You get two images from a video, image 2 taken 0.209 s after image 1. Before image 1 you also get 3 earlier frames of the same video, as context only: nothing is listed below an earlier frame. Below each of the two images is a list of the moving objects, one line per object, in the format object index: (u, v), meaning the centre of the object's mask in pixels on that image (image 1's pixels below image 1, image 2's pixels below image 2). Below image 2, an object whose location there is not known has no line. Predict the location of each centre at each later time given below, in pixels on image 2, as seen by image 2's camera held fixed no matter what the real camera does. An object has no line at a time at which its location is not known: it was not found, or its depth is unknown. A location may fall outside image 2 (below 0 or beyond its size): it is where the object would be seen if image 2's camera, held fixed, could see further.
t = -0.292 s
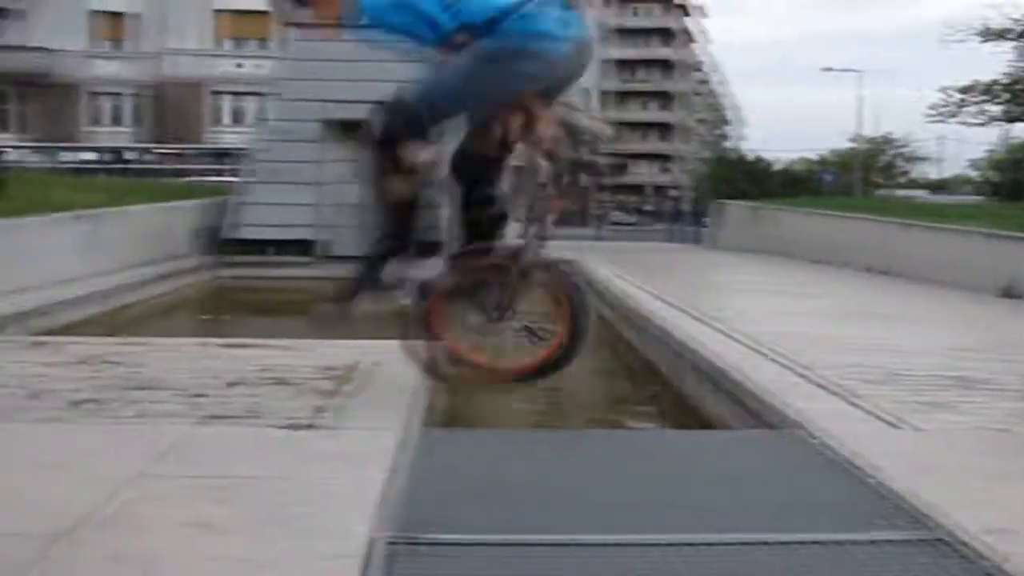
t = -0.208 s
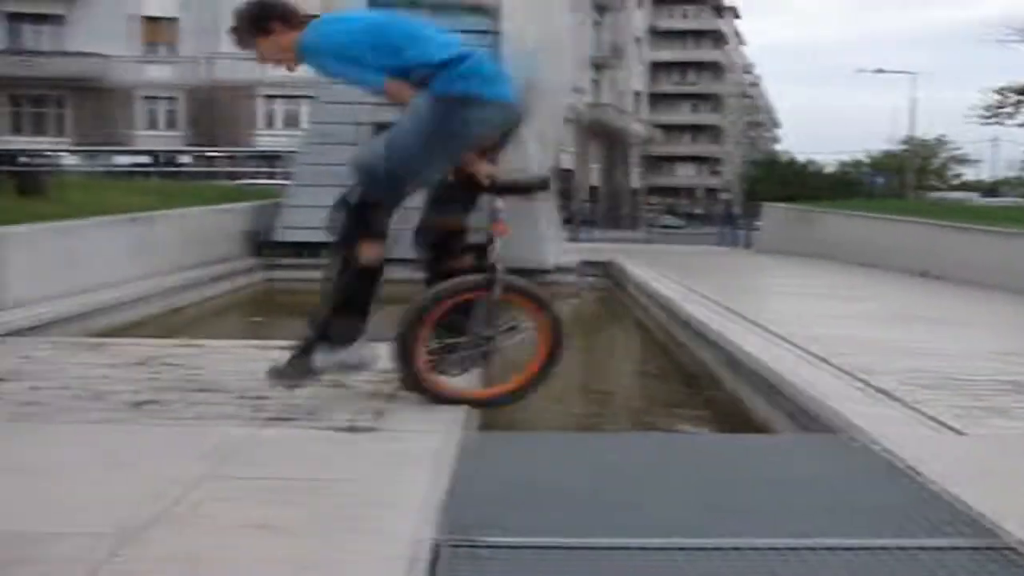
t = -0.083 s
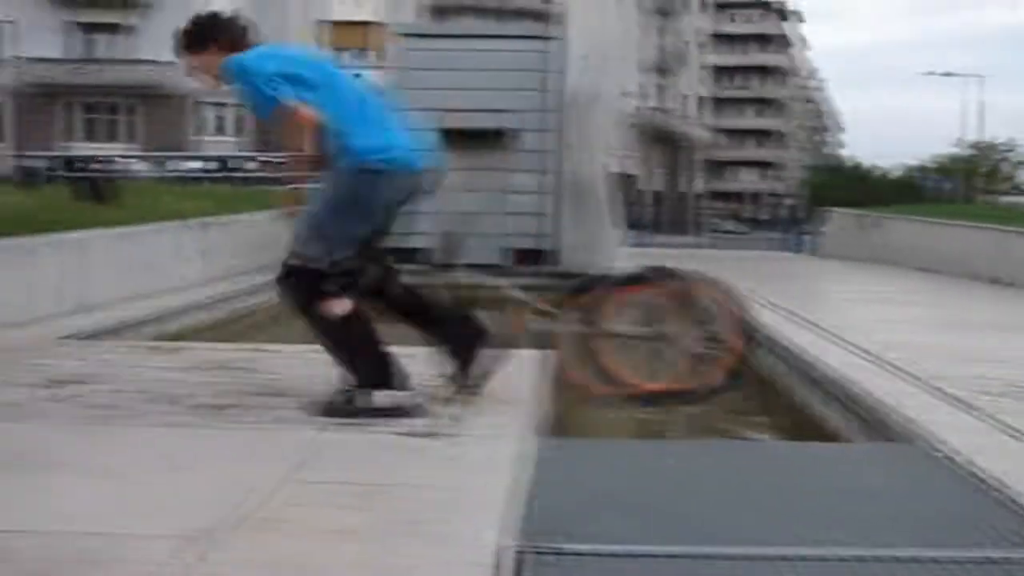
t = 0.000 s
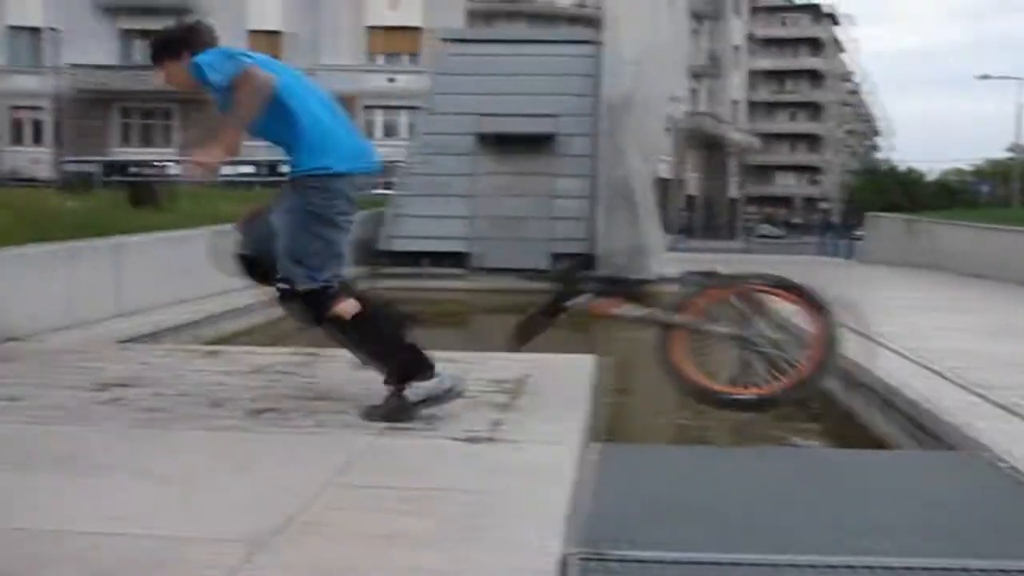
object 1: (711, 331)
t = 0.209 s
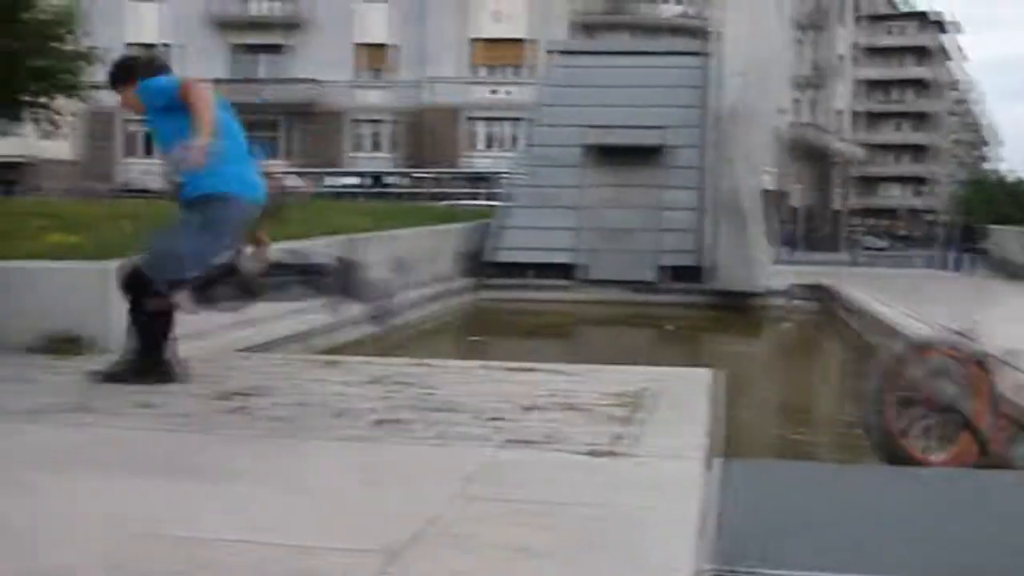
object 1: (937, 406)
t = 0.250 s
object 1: (936, 415)
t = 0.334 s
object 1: (933, 426)
